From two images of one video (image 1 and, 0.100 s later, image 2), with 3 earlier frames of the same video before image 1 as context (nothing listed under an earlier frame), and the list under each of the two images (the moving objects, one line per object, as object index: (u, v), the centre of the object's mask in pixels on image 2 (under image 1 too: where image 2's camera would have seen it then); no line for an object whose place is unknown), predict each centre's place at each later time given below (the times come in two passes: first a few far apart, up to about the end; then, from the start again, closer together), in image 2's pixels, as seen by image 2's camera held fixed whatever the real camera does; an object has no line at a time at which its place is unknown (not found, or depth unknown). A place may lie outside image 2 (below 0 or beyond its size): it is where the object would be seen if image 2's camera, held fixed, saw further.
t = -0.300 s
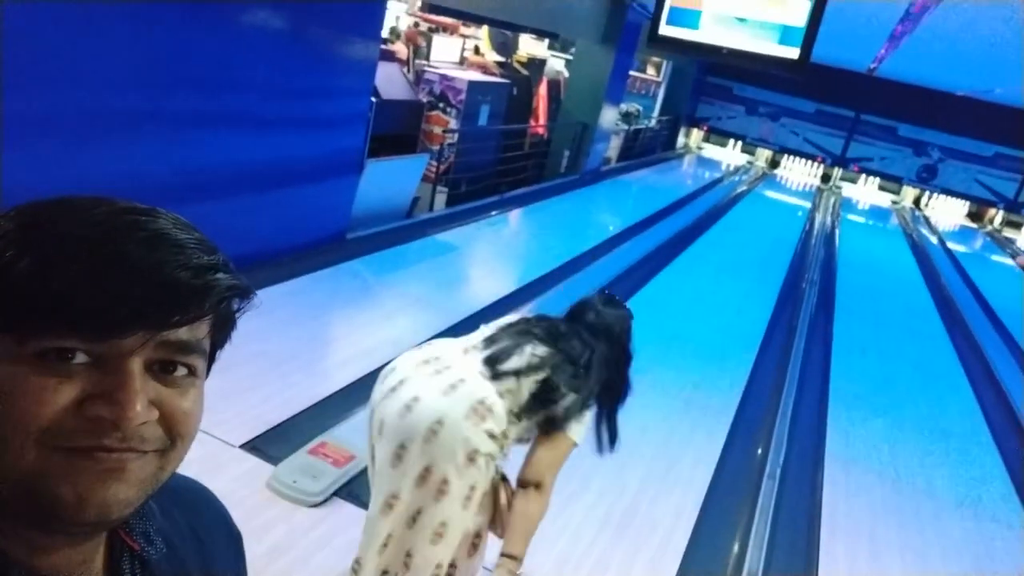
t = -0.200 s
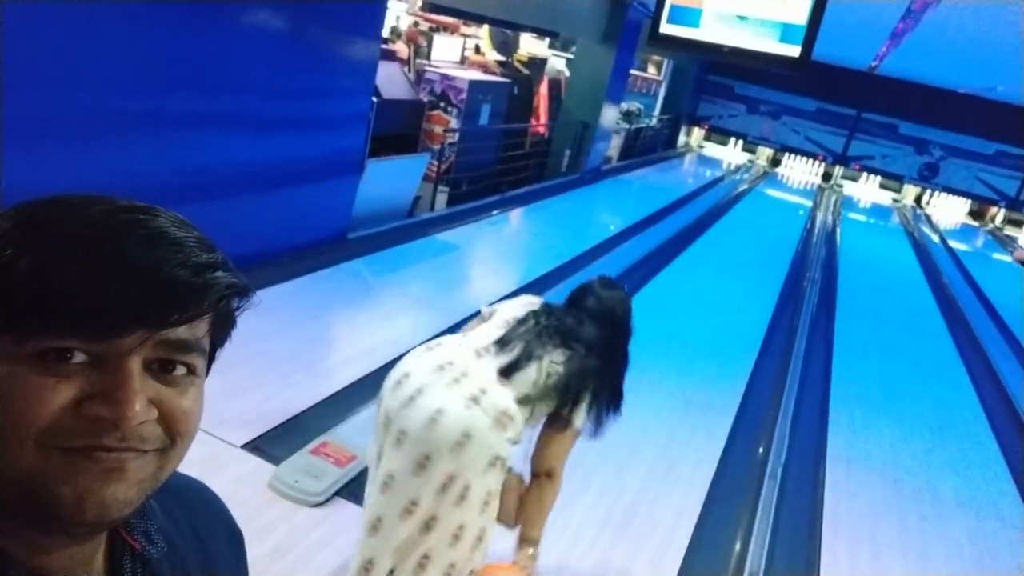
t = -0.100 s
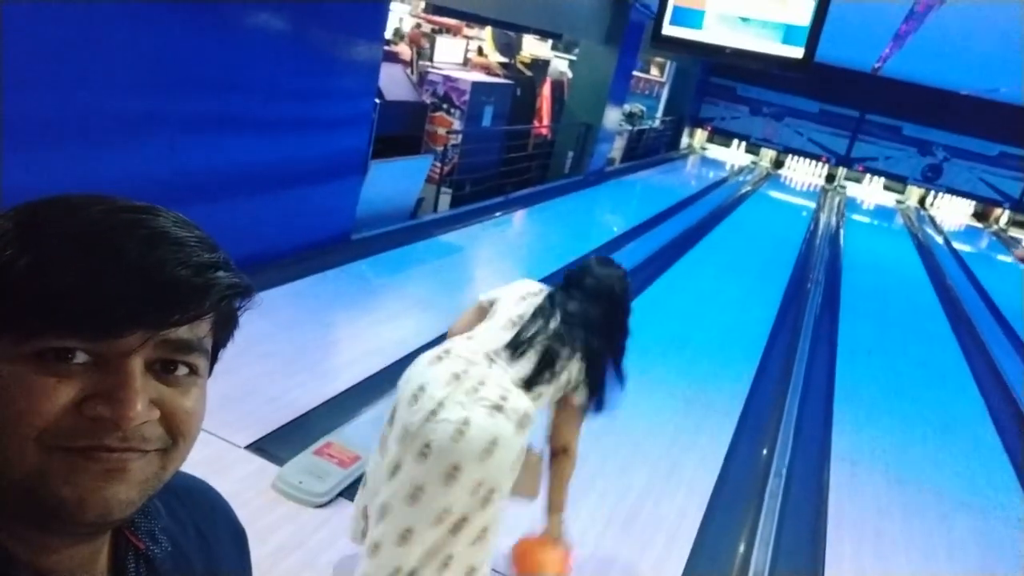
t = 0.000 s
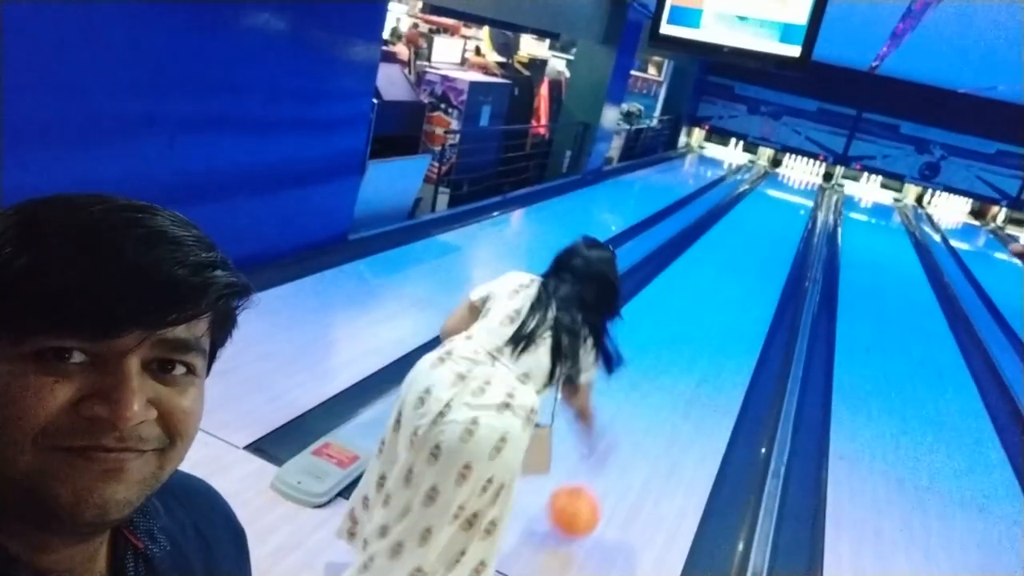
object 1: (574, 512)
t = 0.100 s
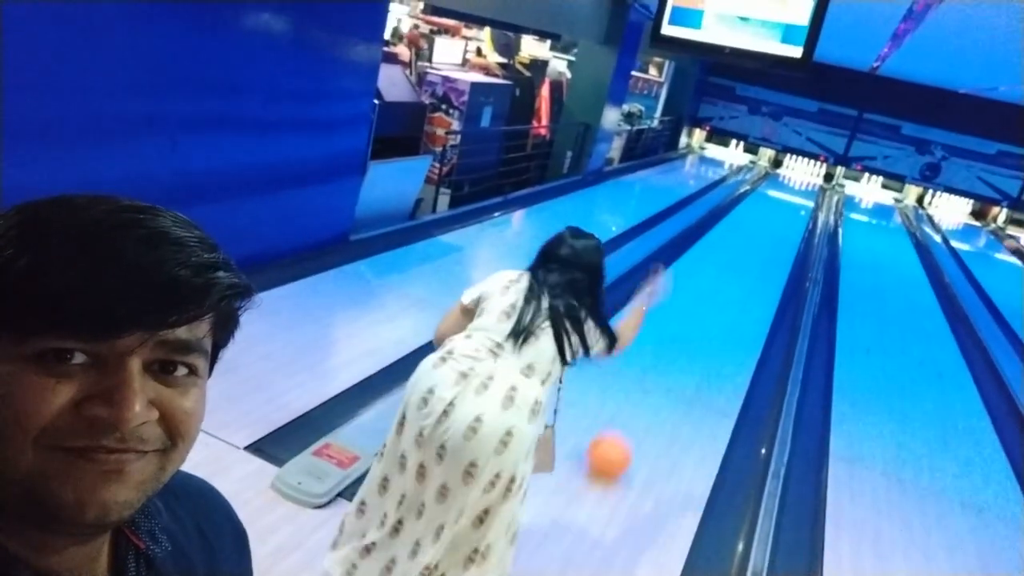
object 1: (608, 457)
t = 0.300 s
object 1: (648, 387)
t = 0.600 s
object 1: (684, 325)
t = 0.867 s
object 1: (703, 289)
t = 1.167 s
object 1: (718, 261)
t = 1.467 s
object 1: (726, 242)
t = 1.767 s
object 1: (732, 228)
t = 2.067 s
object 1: (736, 216)
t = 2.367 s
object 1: (739, 206)
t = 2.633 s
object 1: (741, 199)
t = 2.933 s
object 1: (740, 192)
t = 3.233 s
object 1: (746, 188)
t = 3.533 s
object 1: (752, 183)
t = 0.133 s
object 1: (616, 444)
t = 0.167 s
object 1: (624, 431)
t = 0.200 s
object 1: (630, 419)
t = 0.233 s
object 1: (636, 408)
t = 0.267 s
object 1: (643, 398)
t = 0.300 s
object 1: (648, 387)
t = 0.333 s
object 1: (652, 378)
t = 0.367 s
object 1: (657, 371)
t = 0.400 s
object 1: (662, 363)
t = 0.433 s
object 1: (667, 355)
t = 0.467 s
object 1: (670, 348)
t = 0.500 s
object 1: (674, 341)
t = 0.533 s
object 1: (677, 335)
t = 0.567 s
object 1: (681, 330)
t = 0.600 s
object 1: (684, 325)
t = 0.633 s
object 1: (687, 319)
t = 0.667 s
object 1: (689, 315)
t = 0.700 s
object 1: (692, 309)
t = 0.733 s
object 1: (695, 305)
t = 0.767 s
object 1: (697, 300)
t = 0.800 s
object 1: (699, 296)
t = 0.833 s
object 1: (702, 293)
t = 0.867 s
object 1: (703, 289)
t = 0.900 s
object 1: (705, 285)
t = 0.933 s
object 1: (707, 282)
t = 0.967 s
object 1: (709, 279)
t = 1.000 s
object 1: (711, 275)
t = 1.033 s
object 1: (712, 273)
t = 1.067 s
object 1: (714, 270)
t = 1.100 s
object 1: (715, 267)
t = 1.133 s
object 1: (716, 264)
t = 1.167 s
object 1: (718, 261)
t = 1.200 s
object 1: (719, 259)
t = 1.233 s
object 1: (720, 257)
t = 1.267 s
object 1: (721, 255)
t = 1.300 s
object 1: (722, 252)
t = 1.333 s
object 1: (724, 251)
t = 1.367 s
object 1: (724, 249)
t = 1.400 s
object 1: (725, 246)
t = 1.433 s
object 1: (726, 244)
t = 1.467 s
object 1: (726, 242)
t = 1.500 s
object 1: (727, 240)
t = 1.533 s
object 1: (728, 239)
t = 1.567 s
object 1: (729, 237)
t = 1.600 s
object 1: (730, 236)
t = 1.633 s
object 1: (730, 234)
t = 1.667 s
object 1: (731, 232)
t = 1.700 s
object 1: (731, 231)
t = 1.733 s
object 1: (731, 229)
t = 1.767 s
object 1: (732, 228)
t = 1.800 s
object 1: (732, 226)
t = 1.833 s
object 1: (733, 224)
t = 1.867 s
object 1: (733, 223)
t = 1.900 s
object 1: (734, 222)
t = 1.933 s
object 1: (734, 221)
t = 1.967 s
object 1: (735, 220)
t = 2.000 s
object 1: (736, 218)
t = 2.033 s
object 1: (736, 217)
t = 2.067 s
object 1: (736, 216)
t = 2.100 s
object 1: (736, 214)
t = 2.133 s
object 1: (737, 213)
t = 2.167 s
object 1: (737, 212)
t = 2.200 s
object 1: (737, 211)
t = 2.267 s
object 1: (738, 210)
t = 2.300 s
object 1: (738, 209)
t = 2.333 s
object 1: (739, 208)
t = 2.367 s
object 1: (739, 206)
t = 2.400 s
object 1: (739, 205)
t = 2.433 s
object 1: (739, 204)
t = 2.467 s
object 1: (739, 204)
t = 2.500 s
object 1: (739, 203)
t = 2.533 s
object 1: (739, 202)
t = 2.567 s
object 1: (741, 201)
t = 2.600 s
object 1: (741, 200)
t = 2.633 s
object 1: (741, 199)
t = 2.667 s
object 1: (741, 197)
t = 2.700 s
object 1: (741, 197)
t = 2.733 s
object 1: (742, 196)
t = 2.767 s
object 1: (742, 195)
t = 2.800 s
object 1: (741, 195)
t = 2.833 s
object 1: (740, 195)
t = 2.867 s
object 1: (739, 195)
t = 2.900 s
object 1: (738, 194)
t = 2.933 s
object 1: (740, 192)
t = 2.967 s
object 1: (742, 192)
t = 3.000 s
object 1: (742, 192)
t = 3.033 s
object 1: (742, 192)
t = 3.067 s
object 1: (743, 191)
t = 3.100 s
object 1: (743, 190)
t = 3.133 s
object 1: (744, 189)
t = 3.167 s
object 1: (744, 189)
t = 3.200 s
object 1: (746, 189)
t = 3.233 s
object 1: (746, 188)
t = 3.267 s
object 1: (748, 187)
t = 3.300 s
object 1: (749, 187)
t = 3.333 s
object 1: (750, 186)
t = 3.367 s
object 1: (750, 185)
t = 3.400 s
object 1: (751, 185)
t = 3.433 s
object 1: (751, 185)
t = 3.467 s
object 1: (752, 184)
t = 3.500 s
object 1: (752, 184)
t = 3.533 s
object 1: (752, 183)
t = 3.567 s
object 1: (753, 183)
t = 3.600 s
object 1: (754, 183)
